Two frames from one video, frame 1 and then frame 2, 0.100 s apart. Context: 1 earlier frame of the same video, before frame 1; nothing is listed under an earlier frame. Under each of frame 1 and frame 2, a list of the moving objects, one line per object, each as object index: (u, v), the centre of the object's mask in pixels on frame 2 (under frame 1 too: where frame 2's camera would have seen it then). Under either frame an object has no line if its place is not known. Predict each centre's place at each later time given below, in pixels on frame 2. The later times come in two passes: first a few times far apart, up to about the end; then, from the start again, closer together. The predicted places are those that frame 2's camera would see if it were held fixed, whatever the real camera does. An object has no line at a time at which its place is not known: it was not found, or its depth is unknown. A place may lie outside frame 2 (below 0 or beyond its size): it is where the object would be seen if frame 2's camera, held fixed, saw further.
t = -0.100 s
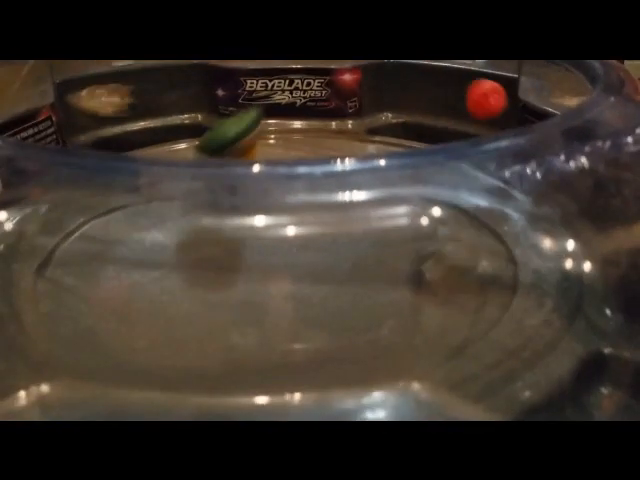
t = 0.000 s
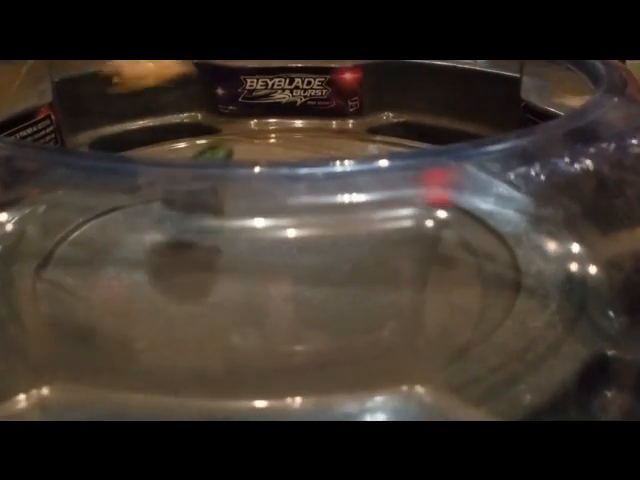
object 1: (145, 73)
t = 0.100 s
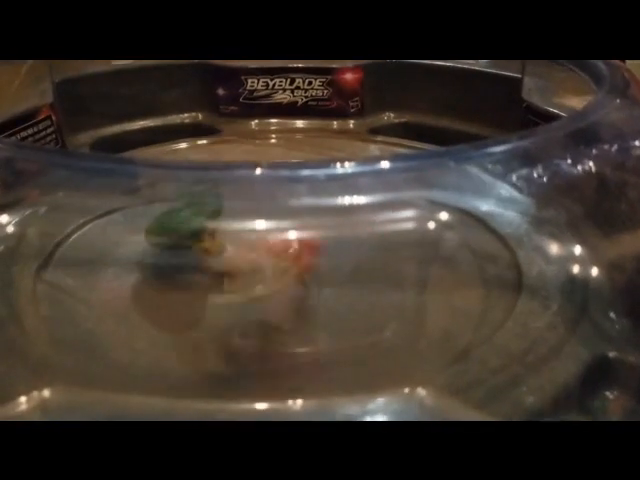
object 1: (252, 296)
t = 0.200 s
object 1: (391, 354)
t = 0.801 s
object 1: (193, 200)
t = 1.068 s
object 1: (239, 283)
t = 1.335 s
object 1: (274, 312)
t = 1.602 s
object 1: (274, 312)
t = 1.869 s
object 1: (274, 311)
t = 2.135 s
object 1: (274, 311)
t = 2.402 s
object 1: (273, 311)
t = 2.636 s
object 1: (273, 311)
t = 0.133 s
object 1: (309, 362)
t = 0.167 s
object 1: (349, 344)
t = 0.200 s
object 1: (391, 354)
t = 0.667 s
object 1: (300, 257)
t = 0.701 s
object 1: (264, 227)
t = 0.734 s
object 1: (231, 211)
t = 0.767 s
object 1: (208, 203)
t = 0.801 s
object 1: (193, 200)
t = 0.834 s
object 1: (192, 204)
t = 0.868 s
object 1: (190, 219)
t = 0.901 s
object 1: (196, 228)
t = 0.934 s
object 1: (197, 239)
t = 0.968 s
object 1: (210, 250)
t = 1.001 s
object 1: (219, 265)
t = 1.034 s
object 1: (228, 276)
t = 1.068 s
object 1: (239, 283)
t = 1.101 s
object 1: (248, 287)
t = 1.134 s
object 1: (256, 297)
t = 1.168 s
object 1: (260, 304)
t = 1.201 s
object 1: (267, 310)
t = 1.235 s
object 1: (274, 312)
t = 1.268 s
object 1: (275, 312)
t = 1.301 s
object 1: (274, 312)
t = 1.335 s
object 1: (274, 312)
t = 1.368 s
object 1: (274, 312)
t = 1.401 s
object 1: (274, 312)
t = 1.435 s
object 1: (274, 312)
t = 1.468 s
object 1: (274, 312)
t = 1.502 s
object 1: (274, 311)
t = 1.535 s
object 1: (274, 311)
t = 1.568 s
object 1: (274, 311)
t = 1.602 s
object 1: (274, 312)
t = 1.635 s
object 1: (274, 312)
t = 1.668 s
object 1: (274, 312)
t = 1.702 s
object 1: (274, 311)
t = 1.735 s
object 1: (275, 312)
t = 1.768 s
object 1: (274, 311)
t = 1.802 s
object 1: (274, 311)
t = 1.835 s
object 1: (274, 311)
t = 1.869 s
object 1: (274, 311)
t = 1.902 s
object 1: (274, 311)
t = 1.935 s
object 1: (274, 311)
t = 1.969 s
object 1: (274, 311)
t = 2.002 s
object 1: (274, 311)
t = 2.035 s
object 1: (274, 310)
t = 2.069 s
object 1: (274, 310)
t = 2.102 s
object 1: (274, 311)
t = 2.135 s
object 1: (274, 311)
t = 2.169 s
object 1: (273, 312)
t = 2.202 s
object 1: (273, 312)
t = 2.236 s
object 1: (273, 312)
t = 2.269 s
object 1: (273, 312)
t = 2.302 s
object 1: (273, 311)
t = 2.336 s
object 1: (273, 312)
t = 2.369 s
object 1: (273, 311)
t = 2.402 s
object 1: (273, 311)
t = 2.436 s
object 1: (273, 311)
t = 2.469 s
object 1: (273, 310)
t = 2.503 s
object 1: (272, 311)
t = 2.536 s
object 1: (273, 310)
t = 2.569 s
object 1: (273, 310)
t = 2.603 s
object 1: (273, 311)
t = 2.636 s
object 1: (273, 311)
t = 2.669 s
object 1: (273, 310)
